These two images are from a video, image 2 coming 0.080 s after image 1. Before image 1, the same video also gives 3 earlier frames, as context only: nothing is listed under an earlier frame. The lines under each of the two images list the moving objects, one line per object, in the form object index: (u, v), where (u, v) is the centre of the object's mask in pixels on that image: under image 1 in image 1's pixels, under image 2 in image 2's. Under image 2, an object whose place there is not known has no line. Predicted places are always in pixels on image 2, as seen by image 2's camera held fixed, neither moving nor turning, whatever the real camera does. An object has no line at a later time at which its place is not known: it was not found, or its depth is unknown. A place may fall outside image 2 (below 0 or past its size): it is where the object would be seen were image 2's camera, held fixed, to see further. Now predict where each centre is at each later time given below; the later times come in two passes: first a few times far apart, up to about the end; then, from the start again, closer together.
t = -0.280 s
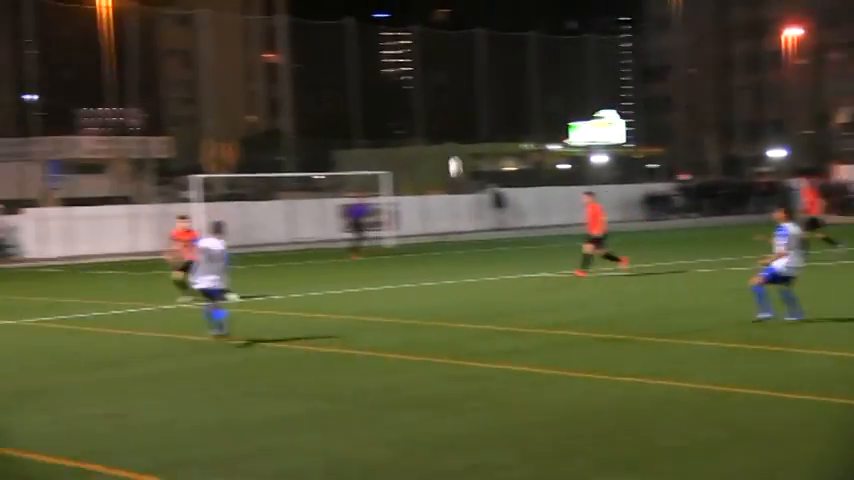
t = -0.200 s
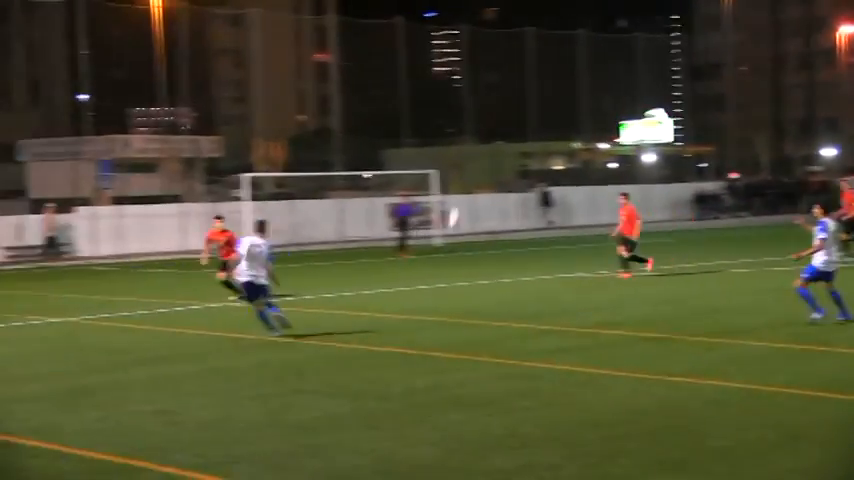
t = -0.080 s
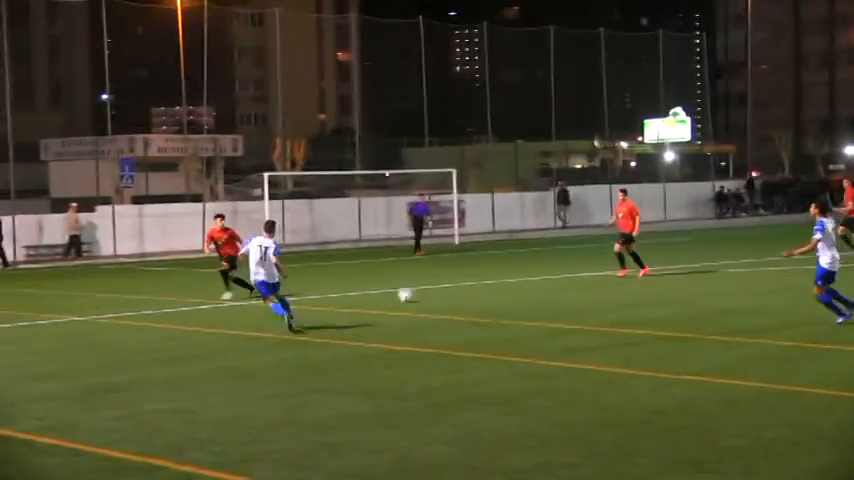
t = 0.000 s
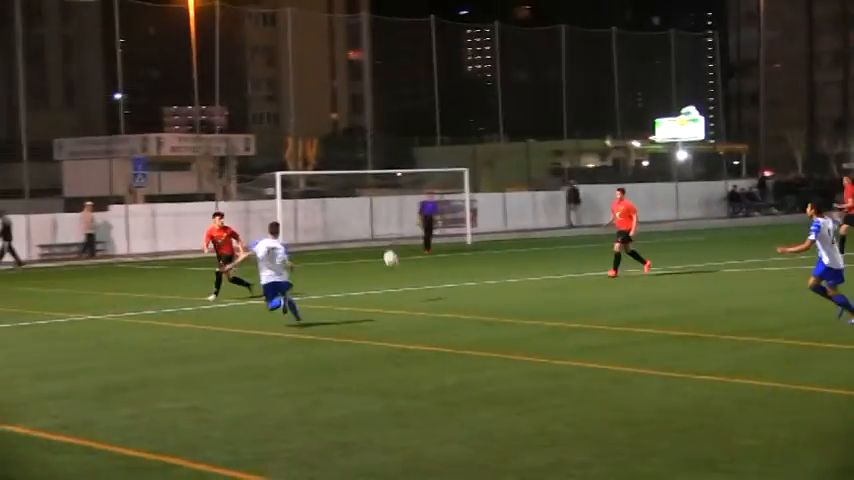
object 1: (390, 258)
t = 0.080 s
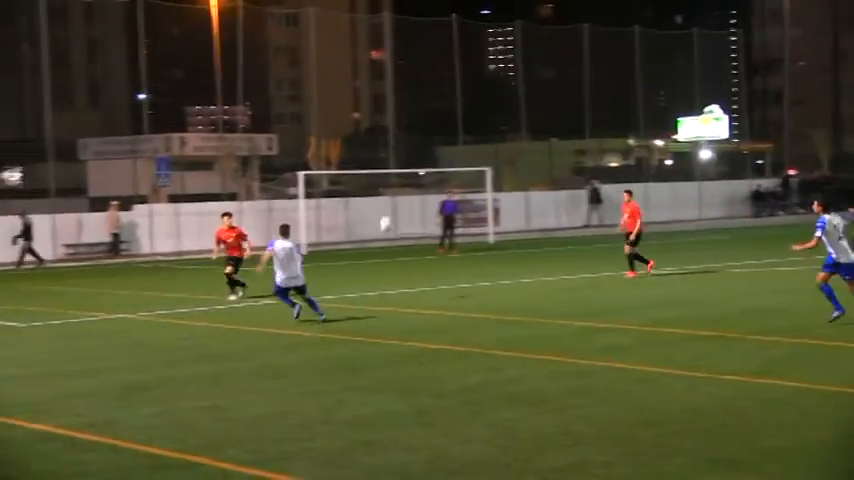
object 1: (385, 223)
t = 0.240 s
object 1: (333, 171)
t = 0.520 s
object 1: (244, 121)
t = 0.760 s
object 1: (173, 118)
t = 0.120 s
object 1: (372, 209)
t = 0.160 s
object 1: (359, 195)
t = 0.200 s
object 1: (346, 183)
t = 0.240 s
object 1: (333, 171)
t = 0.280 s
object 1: (320, 161)
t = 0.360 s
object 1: (294, 143)
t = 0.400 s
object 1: (281, 136)
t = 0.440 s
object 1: (269, 129)
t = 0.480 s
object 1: (256, 125)
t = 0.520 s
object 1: (244, 121)
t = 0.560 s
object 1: (232, 118)
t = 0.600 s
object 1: (220, 116)
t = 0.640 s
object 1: (207, 114)
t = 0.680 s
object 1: (195, 114)
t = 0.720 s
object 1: (184, 116)
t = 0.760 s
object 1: (173, 118)
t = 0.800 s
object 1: (162, 121)
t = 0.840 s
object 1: (151, 124)
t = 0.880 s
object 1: (139, 129)
